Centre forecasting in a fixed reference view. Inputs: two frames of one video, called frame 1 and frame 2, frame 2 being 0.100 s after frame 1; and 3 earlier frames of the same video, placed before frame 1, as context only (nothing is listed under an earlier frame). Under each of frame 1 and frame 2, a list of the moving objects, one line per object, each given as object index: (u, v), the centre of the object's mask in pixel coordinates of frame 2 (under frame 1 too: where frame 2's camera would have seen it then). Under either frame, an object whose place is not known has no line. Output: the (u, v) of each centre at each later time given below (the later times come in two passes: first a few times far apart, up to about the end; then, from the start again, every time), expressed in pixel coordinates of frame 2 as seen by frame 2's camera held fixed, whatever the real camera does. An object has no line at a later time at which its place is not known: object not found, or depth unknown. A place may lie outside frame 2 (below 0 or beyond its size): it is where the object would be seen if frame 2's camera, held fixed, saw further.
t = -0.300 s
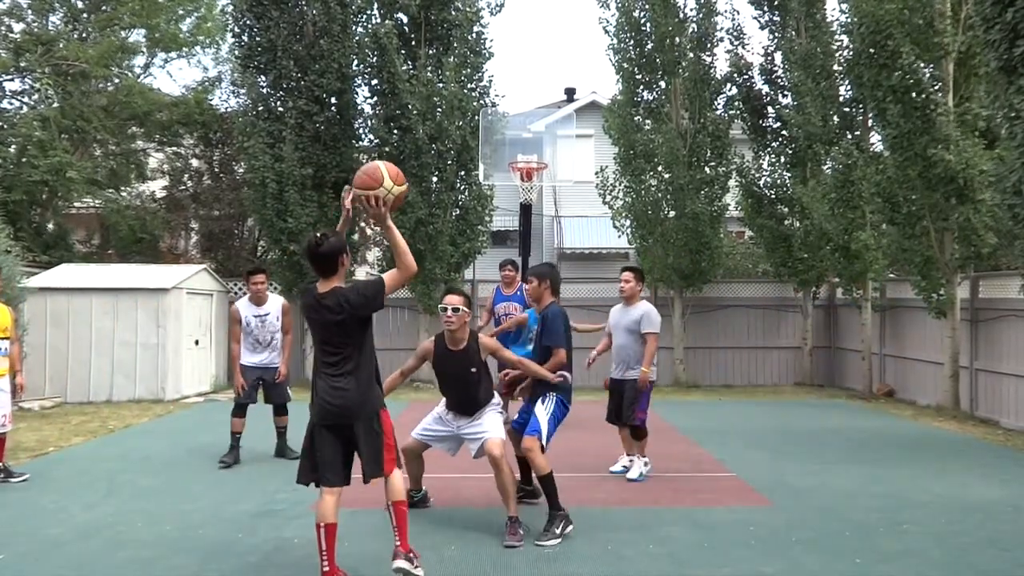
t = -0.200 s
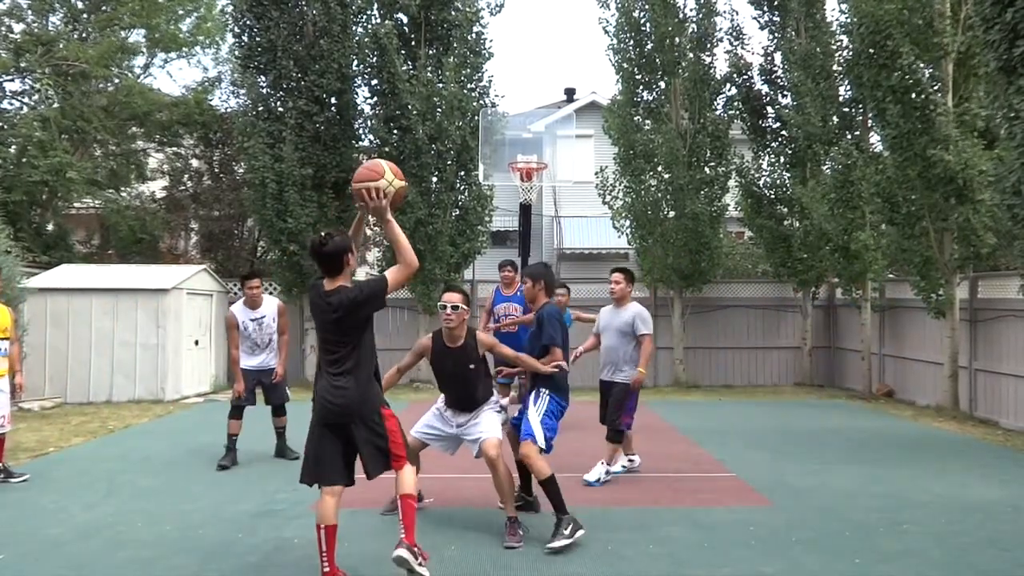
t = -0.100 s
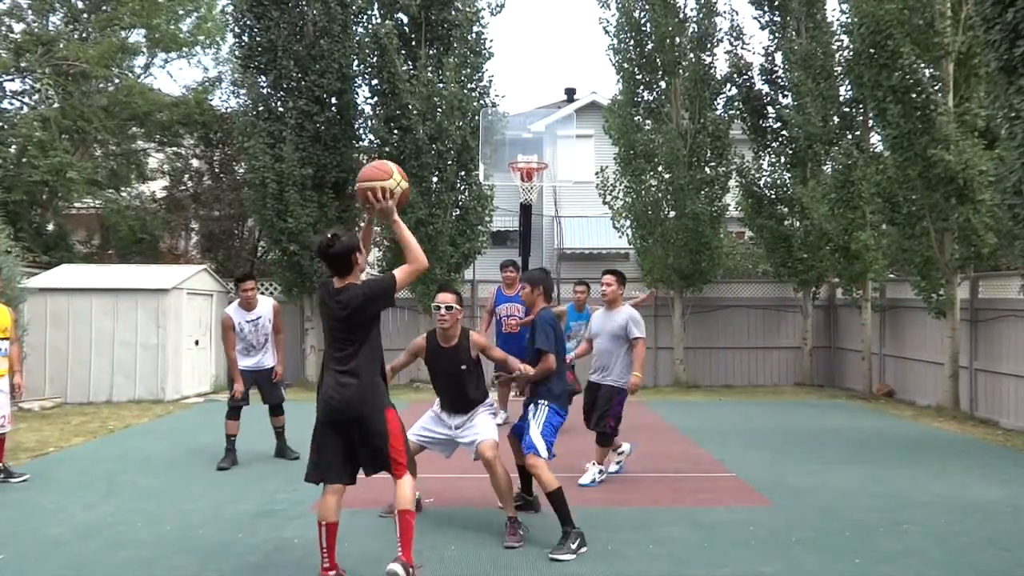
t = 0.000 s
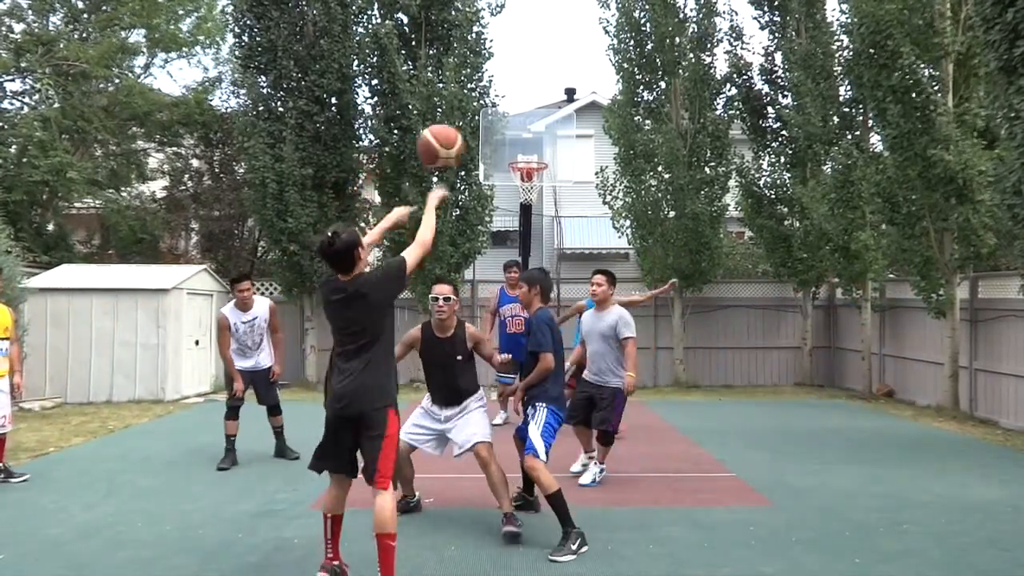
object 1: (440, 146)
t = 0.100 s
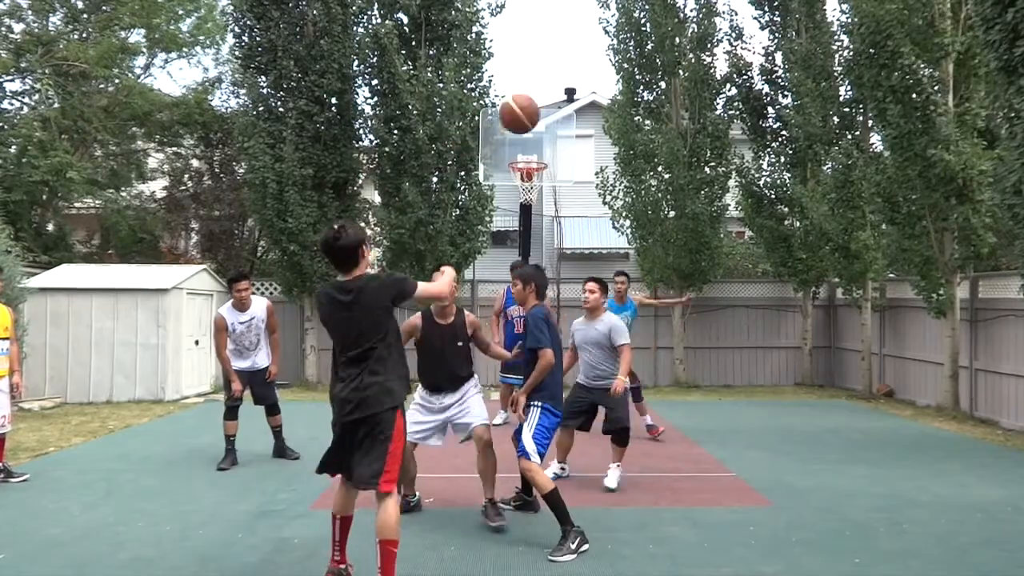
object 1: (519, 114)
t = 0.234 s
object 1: (598, 100)
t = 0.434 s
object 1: (682, 124)
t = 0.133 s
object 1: (541, 107)
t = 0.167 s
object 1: (562, 103)
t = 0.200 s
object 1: (581, 100)
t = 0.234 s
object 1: (598, 100)
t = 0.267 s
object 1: (614, 100)
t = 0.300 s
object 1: (629, 102)
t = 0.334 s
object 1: (643, 106)
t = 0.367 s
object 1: (657, 111)
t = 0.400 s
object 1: (670, 116)
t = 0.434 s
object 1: (682, 124)
